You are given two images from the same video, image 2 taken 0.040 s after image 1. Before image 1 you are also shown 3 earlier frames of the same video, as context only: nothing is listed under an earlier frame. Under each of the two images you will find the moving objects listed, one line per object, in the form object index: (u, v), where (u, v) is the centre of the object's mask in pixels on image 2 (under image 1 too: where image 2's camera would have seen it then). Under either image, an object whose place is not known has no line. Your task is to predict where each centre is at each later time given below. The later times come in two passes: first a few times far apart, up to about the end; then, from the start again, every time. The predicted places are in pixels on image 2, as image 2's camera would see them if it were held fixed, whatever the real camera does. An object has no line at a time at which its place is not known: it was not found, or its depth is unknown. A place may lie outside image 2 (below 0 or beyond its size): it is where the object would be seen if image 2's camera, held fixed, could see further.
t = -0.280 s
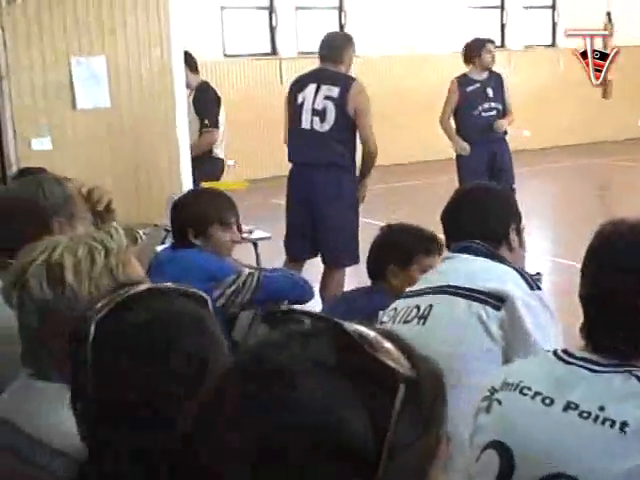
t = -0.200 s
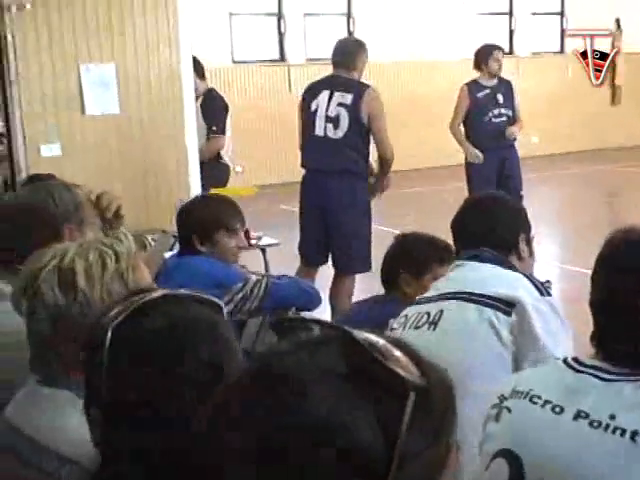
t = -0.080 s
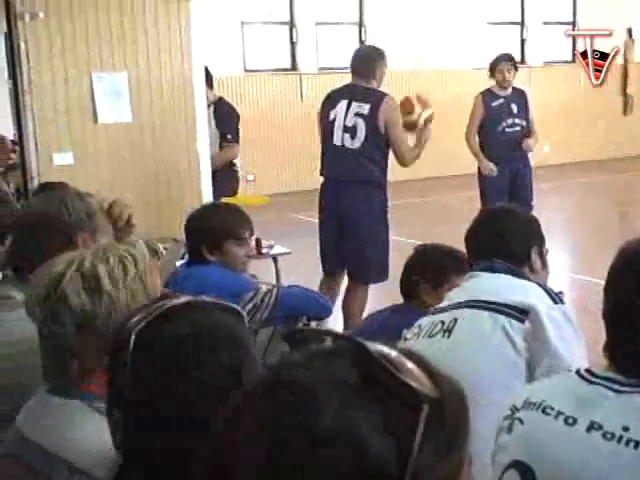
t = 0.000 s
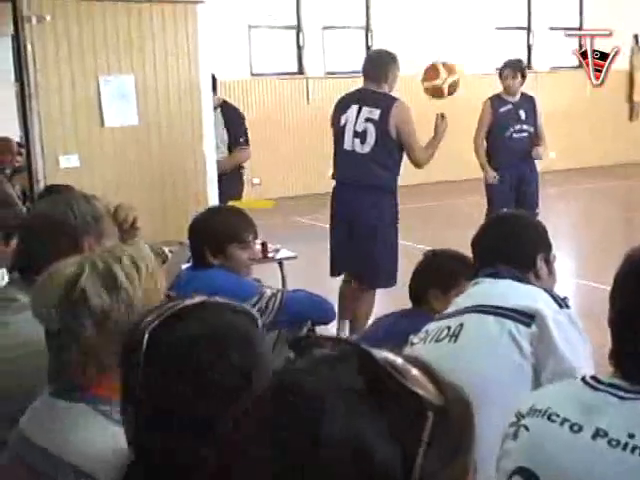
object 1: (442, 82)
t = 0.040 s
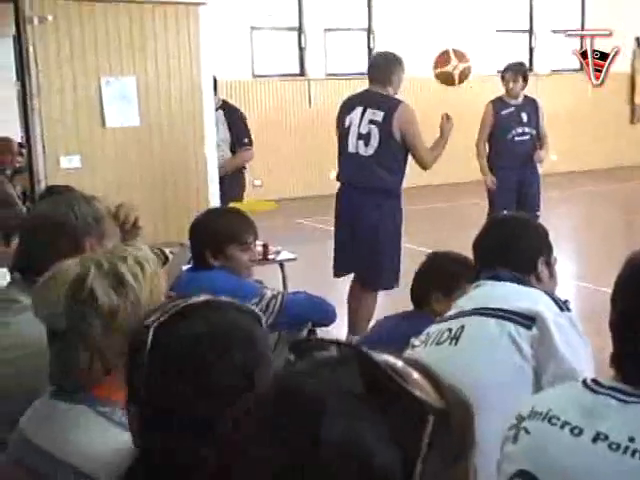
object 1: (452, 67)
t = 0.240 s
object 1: (498, 34)
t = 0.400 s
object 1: (532, 51)
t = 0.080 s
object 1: (461, 55)
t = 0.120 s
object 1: (471, 46)
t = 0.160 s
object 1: (480, 39)
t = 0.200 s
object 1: (489, 35)
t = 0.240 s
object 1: (498, 34)
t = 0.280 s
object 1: (507, 35)
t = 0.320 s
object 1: (516, 38)
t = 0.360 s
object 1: (524, 43)
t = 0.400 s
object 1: (532, 51)
